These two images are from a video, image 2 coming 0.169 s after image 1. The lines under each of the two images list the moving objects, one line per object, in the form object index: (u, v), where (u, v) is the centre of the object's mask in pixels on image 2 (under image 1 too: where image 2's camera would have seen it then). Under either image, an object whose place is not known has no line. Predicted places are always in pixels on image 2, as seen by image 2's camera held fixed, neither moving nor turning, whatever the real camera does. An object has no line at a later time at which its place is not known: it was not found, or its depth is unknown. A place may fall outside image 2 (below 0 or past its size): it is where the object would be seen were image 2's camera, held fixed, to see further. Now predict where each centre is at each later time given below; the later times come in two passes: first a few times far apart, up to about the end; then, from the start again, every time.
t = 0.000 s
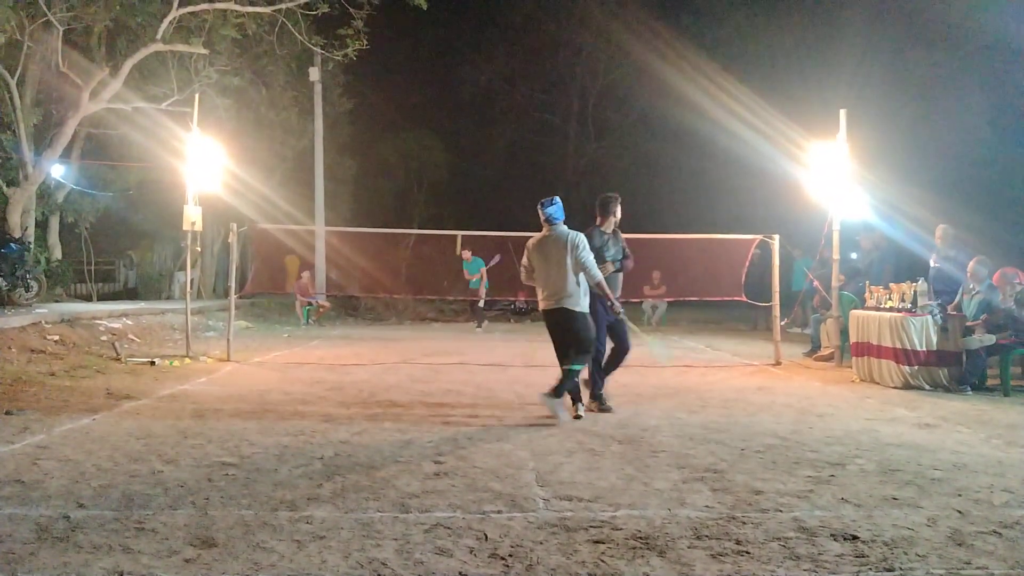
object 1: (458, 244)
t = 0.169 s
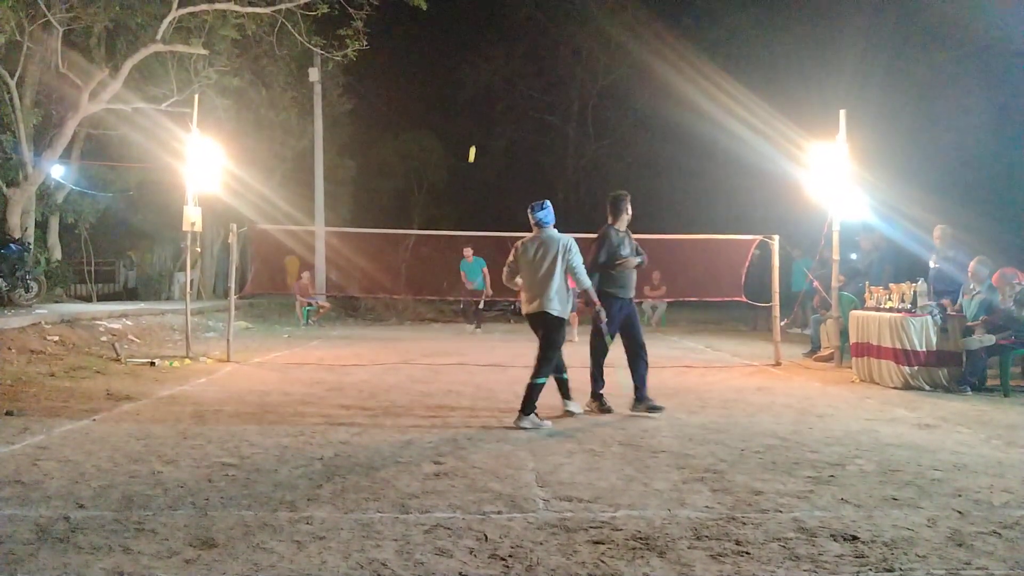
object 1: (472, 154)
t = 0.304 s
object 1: (482, 105)
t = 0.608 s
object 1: (505, 57)
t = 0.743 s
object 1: (515, 65)
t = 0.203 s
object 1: (474, 140)
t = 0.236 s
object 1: (477, 127)
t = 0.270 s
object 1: (480, 116)
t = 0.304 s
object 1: (482, 105)
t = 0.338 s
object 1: (484, 96)
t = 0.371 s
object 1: (487, 87)
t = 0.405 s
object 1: (489, 80)
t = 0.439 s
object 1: (492, 74)
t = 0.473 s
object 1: (494, 68)
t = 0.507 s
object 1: (497, 64)
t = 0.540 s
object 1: (499, 60)
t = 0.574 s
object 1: (502, 58)
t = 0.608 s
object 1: (505, 57)
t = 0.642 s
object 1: (507, 57)
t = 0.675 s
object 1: (510, 59)
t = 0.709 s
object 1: (512, 61)
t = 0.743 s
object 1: (515, 65)
